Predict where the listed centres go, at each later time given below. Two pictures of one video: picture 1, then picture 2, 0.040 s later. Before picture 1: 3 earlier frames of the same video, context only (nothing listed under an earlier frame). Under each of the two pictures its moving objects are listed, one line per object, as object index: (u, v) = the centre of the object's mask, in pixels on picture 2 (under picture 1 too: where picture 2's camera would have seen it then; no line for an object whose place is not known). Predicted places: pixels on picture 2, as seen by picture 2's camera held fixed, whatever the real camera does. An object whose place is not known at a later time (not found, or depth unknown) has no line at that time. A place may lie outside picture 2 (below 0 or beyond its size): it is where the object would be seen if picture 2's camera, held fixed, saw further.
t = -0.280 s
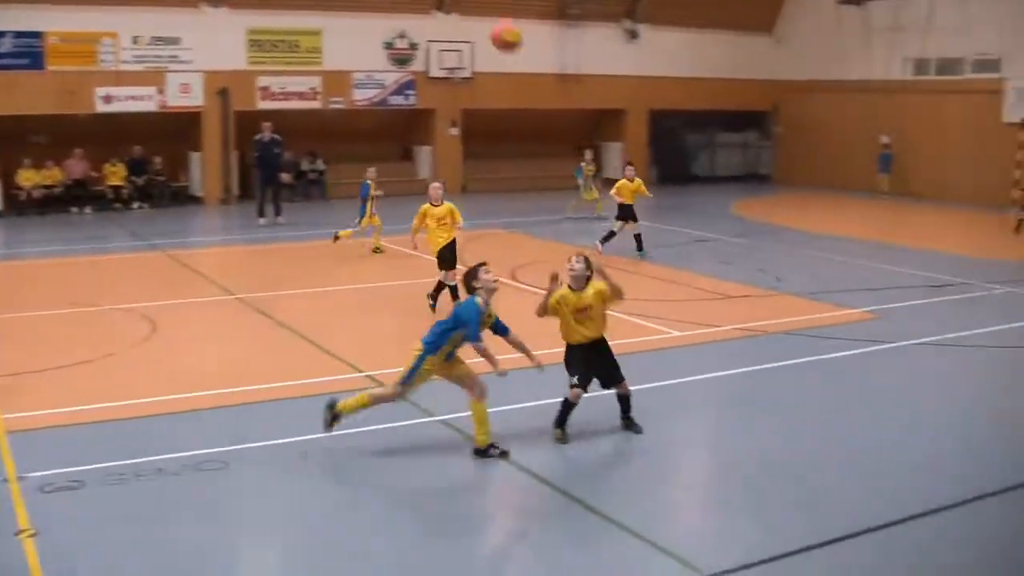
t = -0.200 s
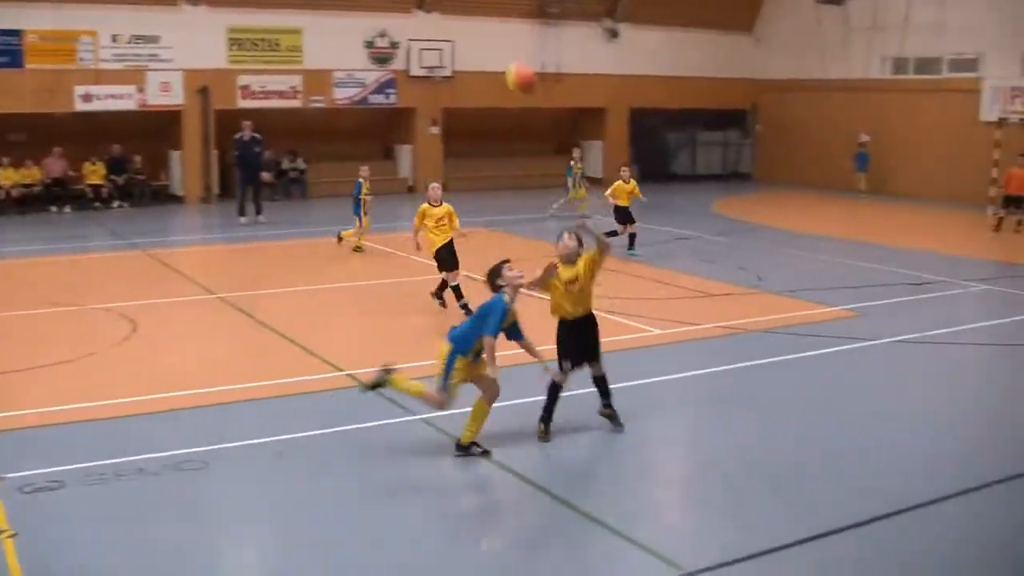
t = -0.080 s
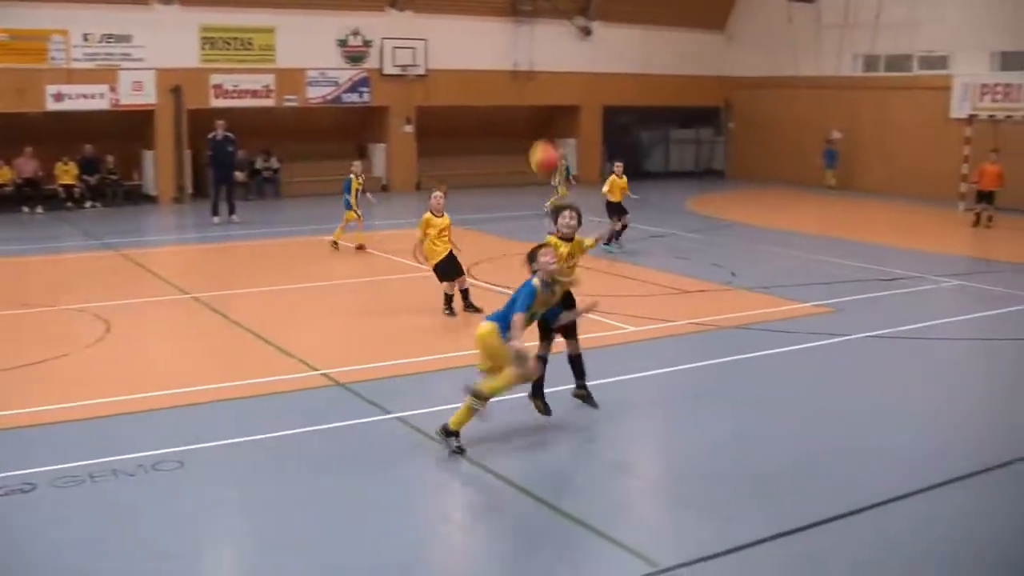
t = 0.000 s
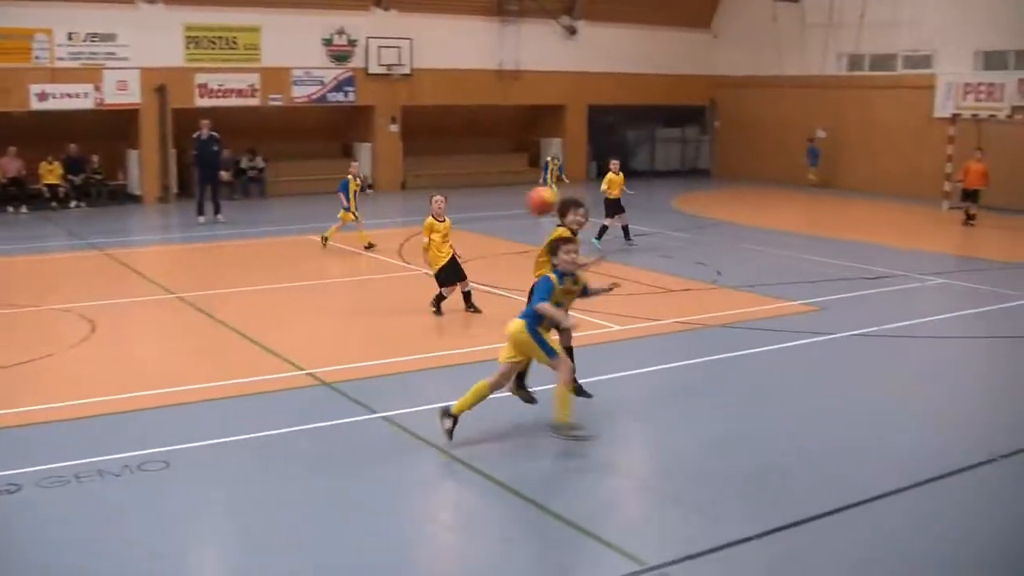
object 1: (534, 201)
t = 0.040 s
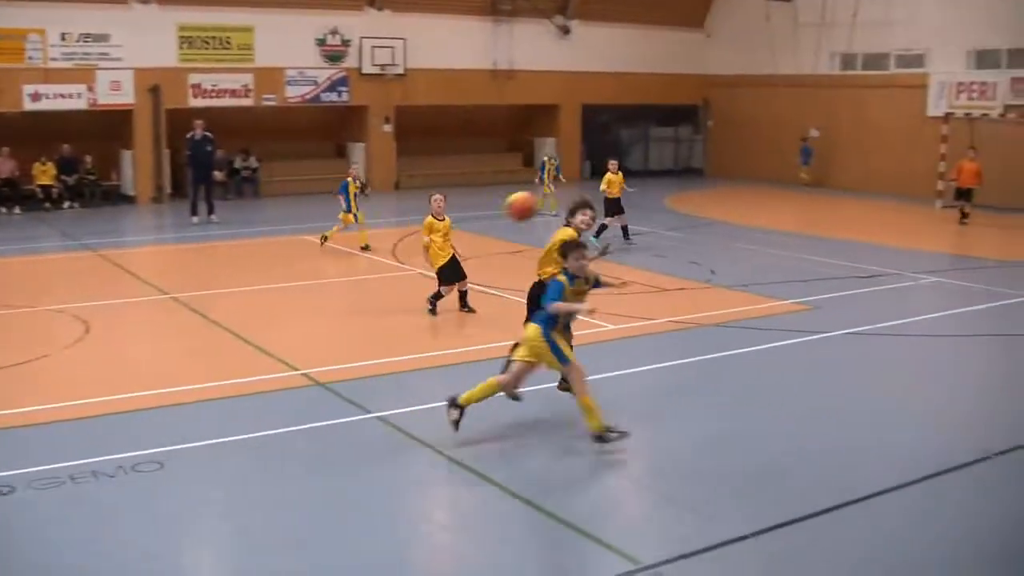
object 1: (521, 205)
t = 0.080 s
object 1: (508, 213)
